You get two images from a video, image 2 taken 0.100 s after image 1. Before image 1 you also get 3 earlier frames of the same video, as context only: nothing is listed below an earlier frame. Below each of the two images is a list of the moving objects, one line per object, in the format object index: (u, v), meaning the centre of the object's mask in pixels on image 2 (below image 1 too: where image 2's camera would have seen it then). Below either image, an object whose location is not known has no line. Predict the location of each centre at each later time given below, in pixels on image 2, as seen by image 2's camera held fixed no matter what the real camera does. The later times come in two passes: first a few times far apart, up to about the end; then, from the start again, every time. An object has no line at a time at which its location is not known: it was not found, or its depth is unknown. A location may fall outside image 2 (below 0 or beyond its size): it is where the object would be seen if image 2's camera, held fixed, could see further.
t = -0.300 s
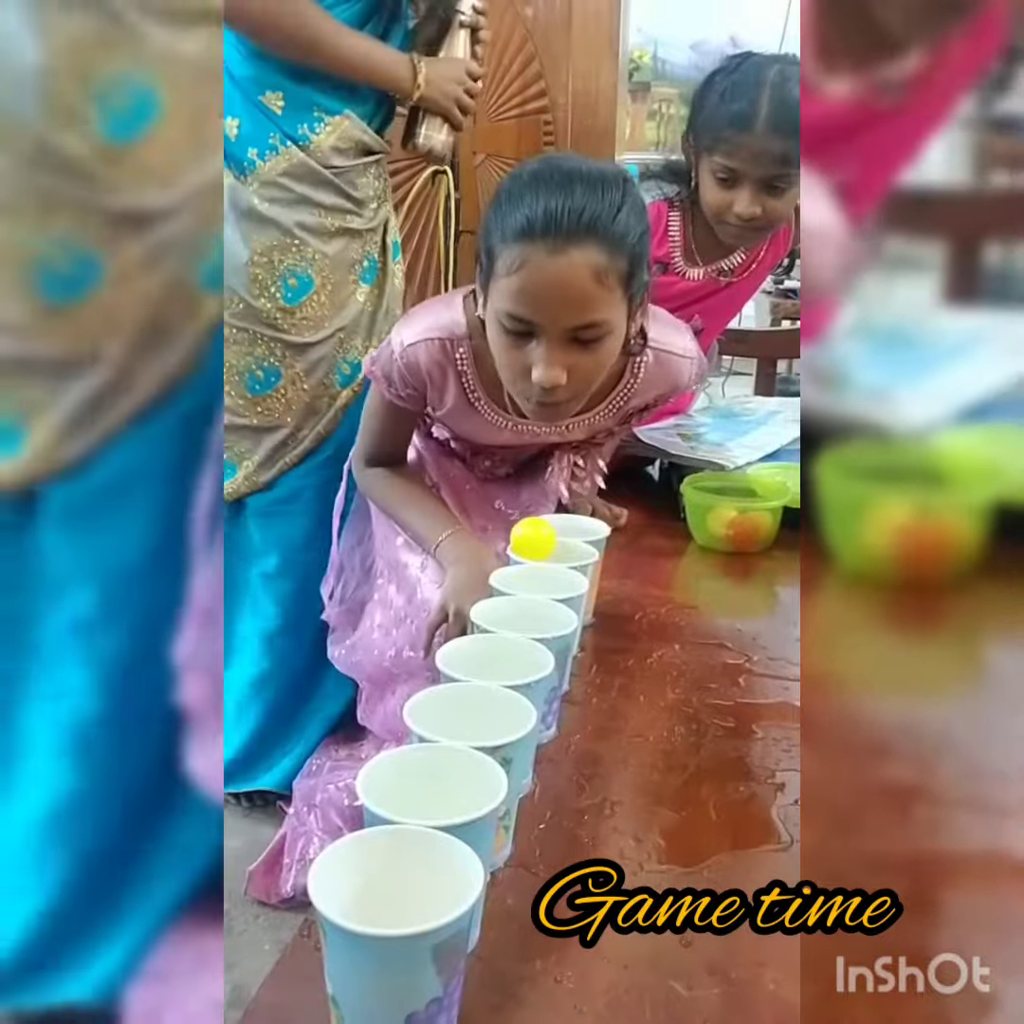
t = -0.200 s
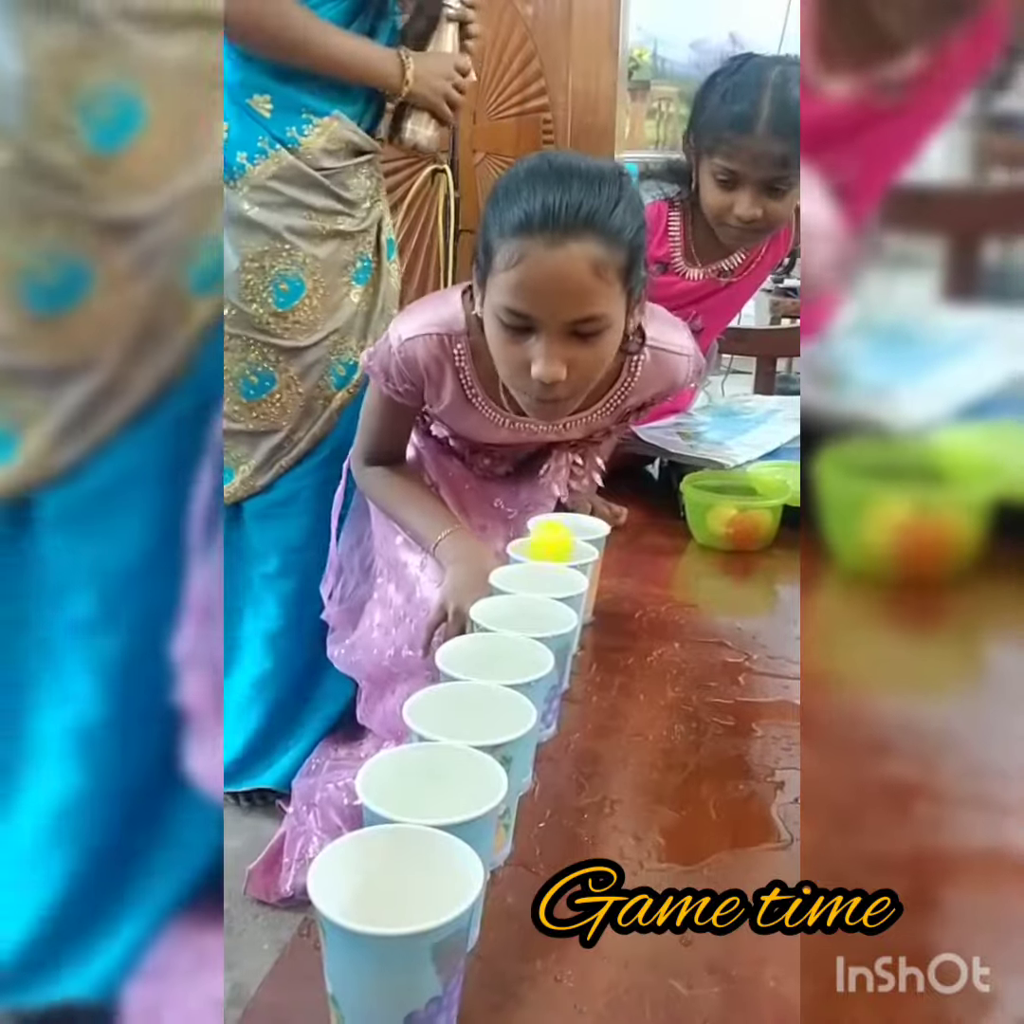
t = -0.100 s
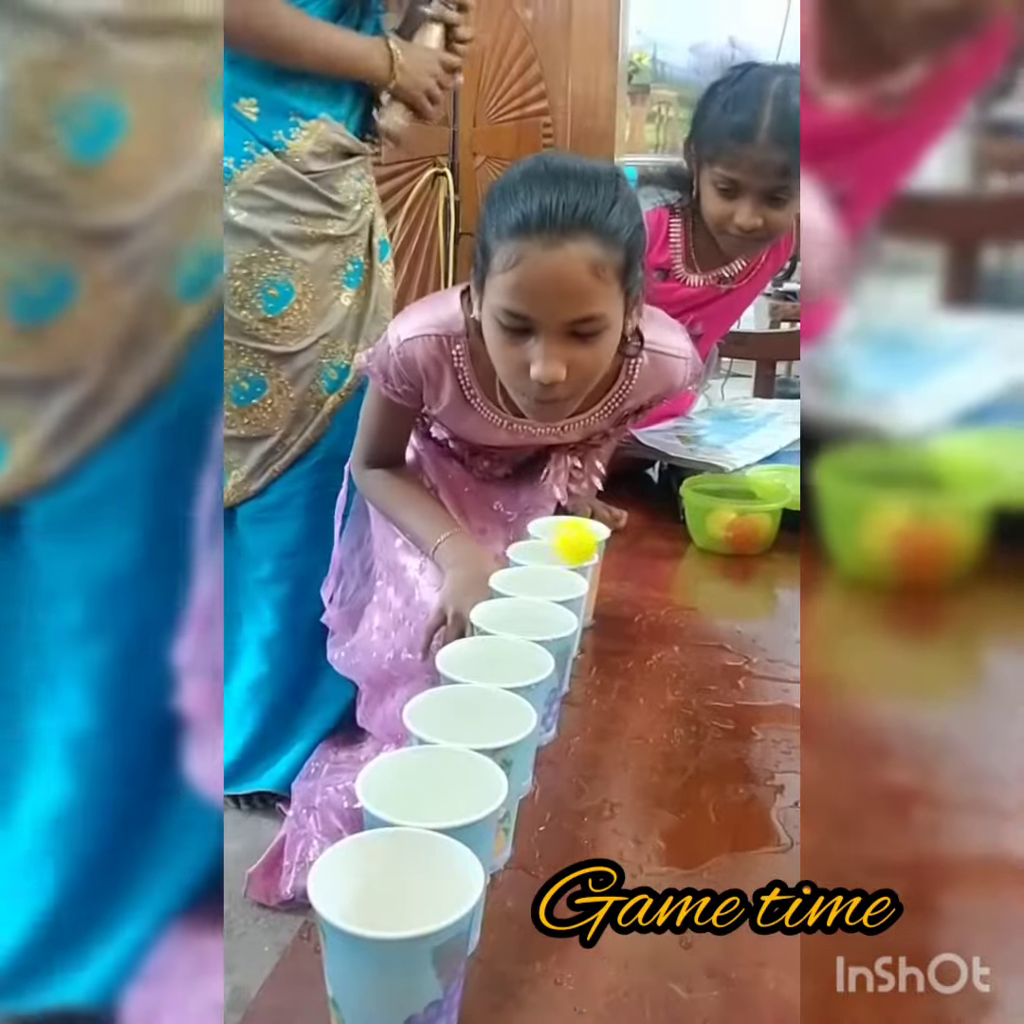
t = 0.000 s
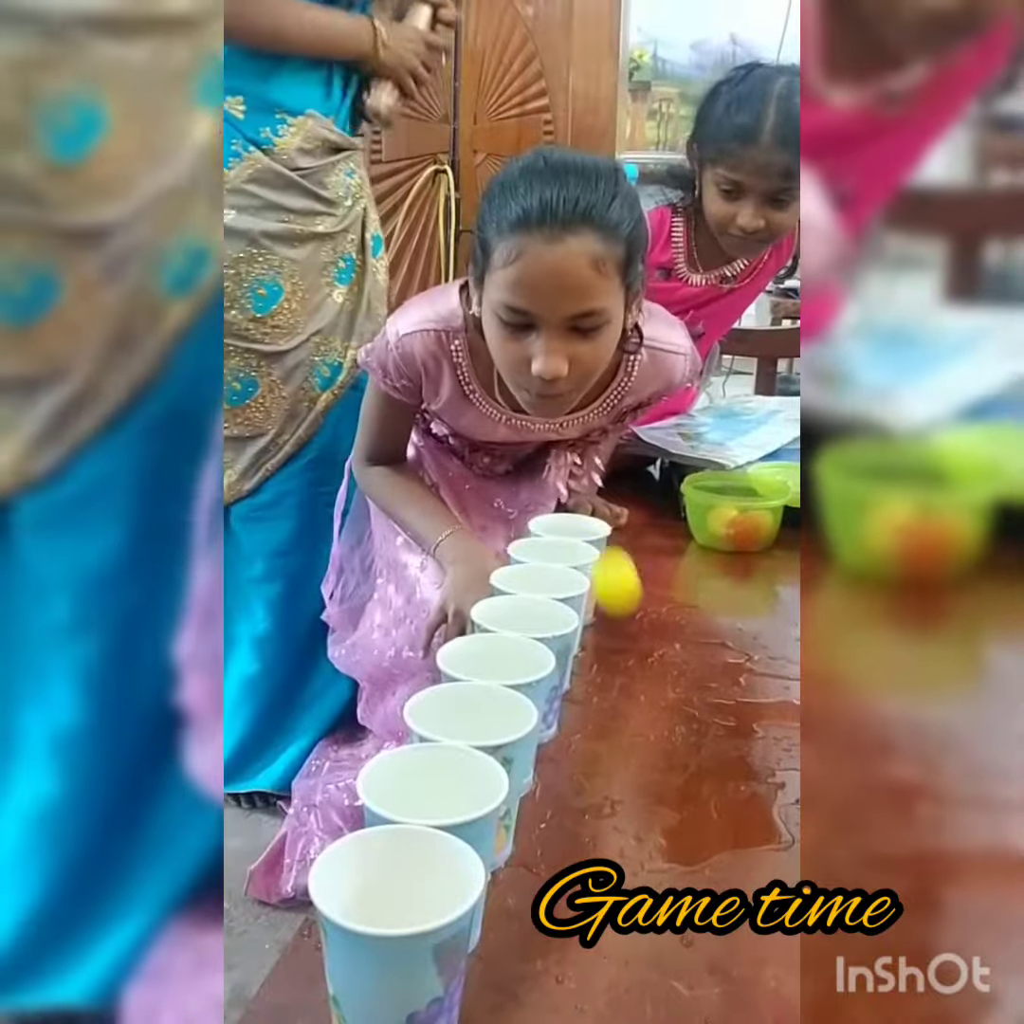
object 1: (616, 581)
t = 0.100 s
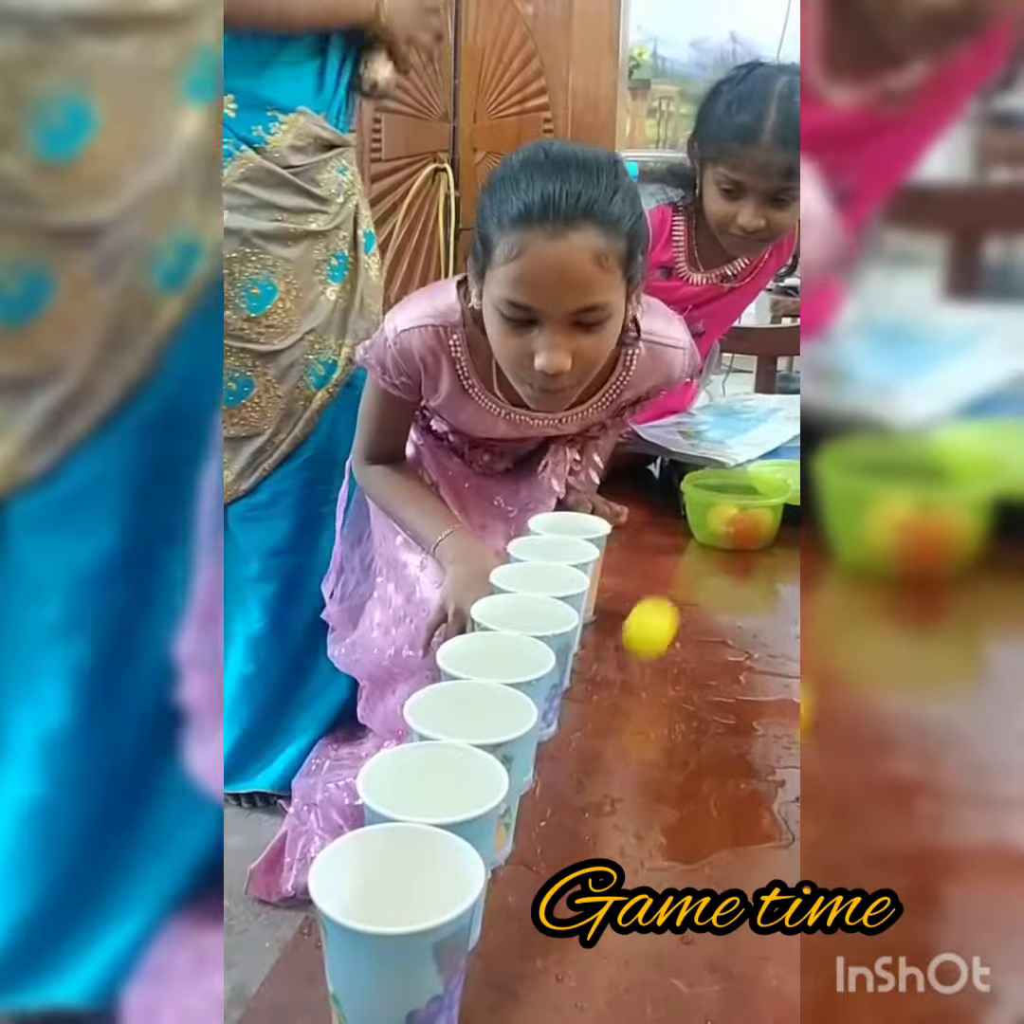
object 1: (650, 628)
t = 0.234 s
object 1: (703, 638)
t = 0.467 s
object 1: (777, 647)
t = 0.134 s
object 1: (664, 611)
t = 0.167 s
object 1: (677, 608)
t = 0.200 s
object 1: (690, 616)
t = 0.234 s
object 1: (703, 638)
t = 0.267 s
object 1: (714, 659)
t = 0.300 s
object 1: (728, 643)
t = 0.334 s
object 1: (740, 634)
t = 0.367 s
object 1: (751, 637)
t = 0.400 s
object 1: (760, 650)
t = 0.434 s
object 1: (769, 658)
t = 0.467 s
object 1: (777, 647)
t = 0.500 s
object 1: (781, 645)
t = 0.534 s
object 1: (784, 655)
